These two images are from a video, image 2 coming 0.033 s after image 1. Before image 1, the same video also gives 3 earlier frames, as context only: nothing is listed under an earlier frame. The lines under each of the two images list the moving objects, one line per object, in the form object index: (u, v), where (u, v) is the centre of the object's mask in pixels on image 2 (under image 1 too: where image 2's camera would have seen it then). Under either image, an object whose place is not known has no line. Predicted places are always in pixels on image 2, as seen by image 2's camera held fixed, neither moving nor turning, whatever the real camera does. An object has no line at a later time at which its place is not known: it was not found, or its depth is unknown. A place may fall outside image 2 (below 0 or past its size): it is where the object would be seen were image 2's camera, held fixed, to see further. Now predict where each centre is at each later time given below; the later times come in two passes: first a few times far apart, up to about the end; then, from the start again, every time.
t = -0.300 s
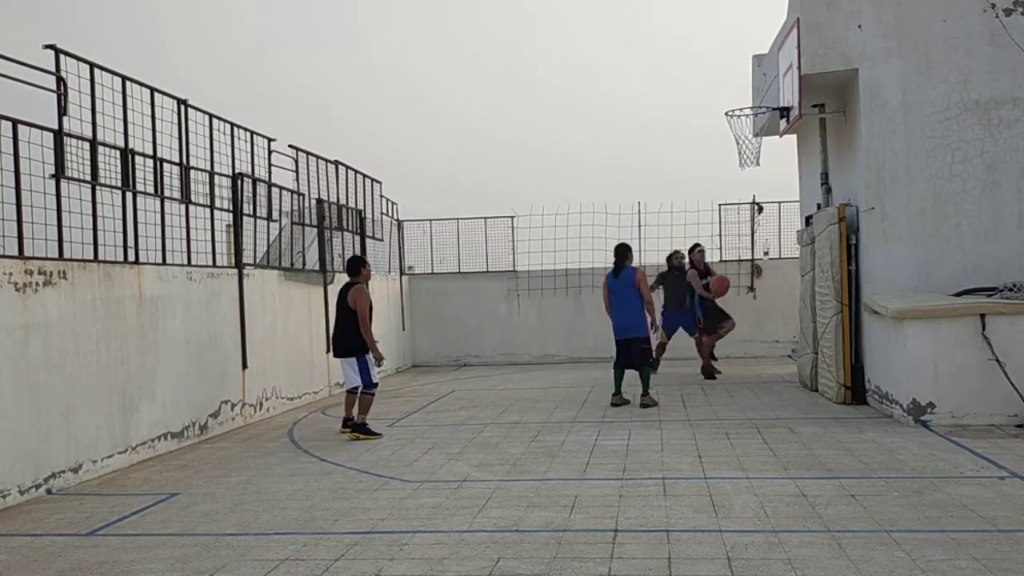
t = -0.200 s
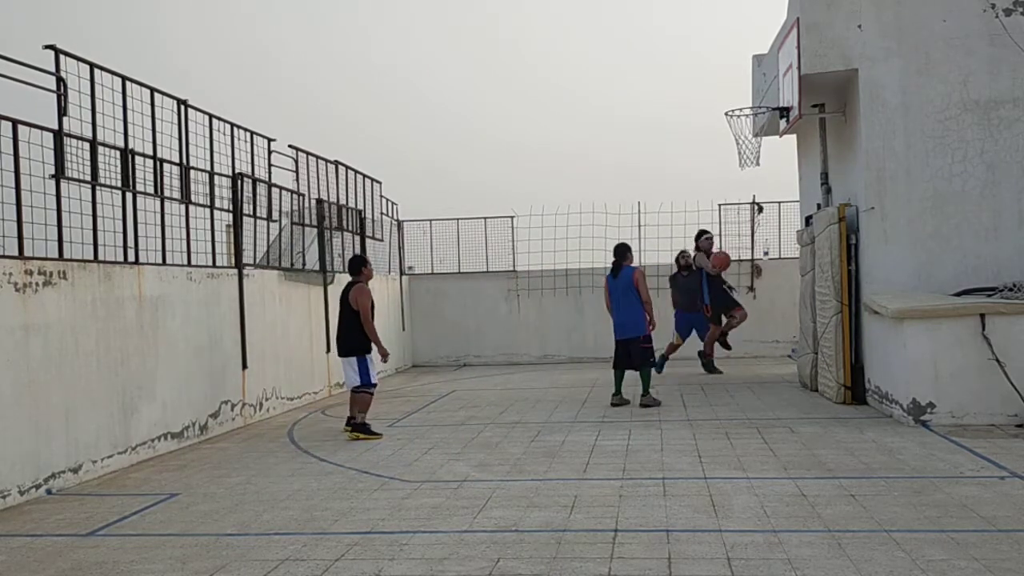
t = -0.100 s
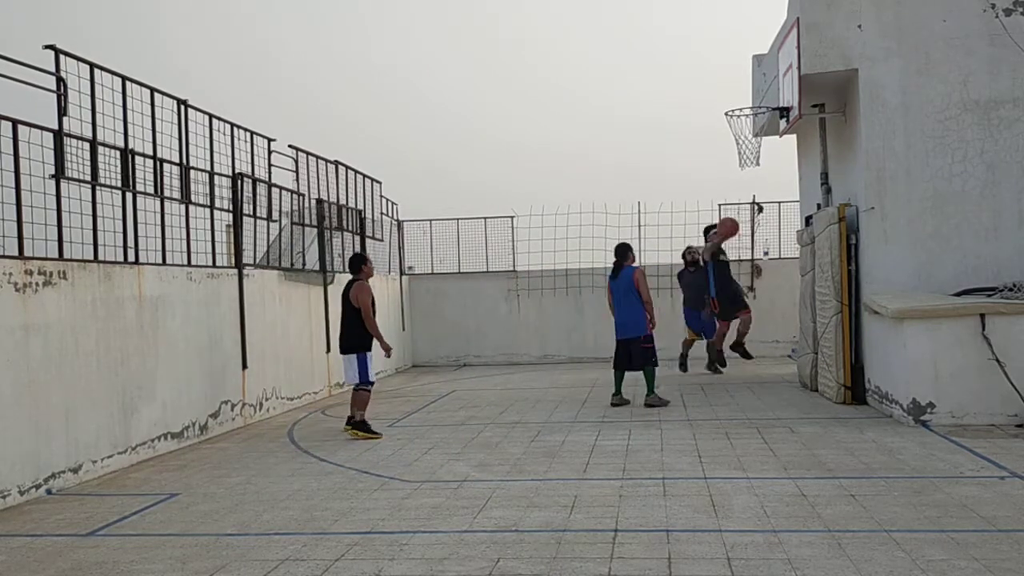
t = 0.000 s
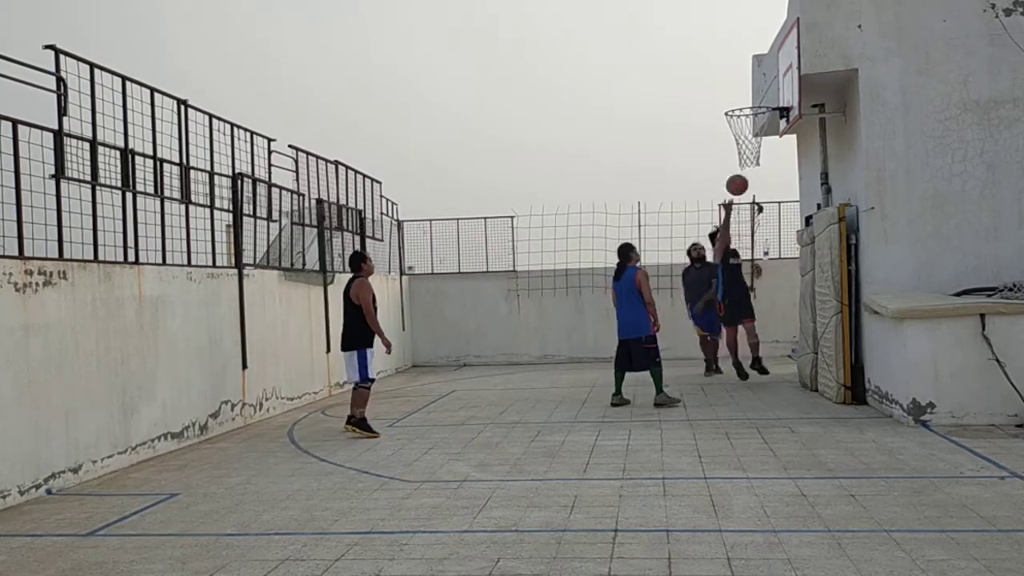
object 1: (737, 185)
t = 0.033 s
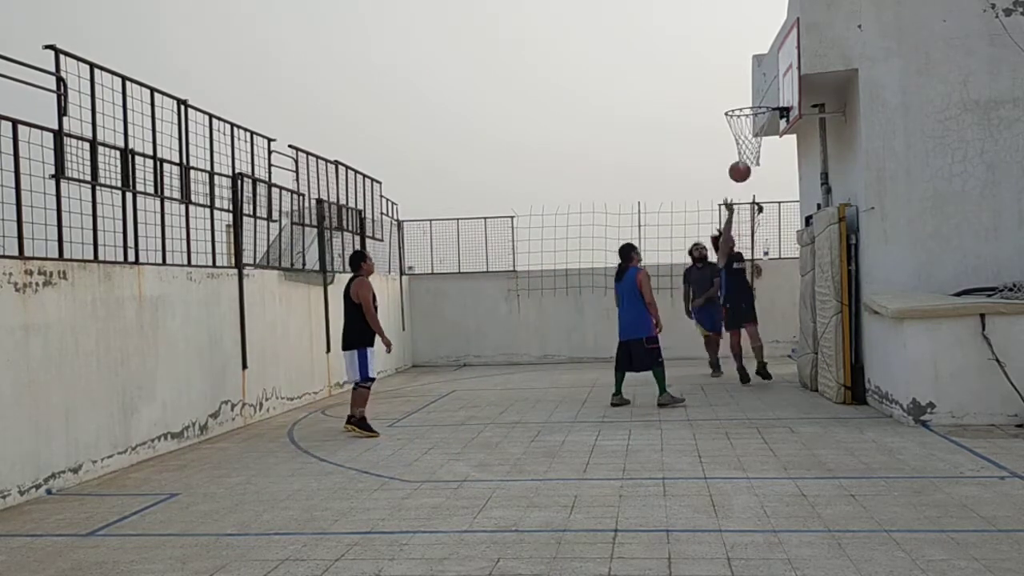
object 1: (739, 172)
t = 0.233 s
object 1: (757, 110)
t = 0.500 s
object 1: (764, 84)
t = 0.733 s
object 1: (750, 117)
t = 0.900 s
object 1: (743, 167)
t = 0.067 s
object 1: (742, 159)
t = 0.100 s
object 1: (745, 147)
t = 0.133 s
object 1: (748, 137)
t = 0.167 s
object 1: (750, 127)
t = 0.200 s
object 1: (754, 118)
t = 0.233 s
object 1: (757, 110)
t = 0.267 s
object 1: (759, 103)
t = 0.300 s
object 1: (763, 97)
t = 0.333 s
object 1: (766, 92)
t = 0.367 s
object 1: (769, 88)
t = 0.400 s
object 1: (770, 85)
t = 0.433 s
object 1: (768, 84)
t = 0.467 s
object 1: (766, 83)
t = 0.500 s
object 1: (764, 84)
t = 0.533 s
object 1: (762, 85)
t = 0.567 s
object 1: (760, 88)
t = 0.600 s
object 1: (758, 91)
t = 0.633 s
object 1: (756, 96)
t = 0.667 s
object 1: (754, 102)
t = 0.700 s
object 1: (752, 109)
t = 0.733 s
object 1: (750, 117)
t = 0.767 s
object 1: (748, 126)
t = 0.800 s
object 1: (746, 136)
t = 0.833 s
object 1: (745, 147)
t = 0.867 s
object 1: (744, 157)
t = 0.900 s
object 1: (743, 167)
